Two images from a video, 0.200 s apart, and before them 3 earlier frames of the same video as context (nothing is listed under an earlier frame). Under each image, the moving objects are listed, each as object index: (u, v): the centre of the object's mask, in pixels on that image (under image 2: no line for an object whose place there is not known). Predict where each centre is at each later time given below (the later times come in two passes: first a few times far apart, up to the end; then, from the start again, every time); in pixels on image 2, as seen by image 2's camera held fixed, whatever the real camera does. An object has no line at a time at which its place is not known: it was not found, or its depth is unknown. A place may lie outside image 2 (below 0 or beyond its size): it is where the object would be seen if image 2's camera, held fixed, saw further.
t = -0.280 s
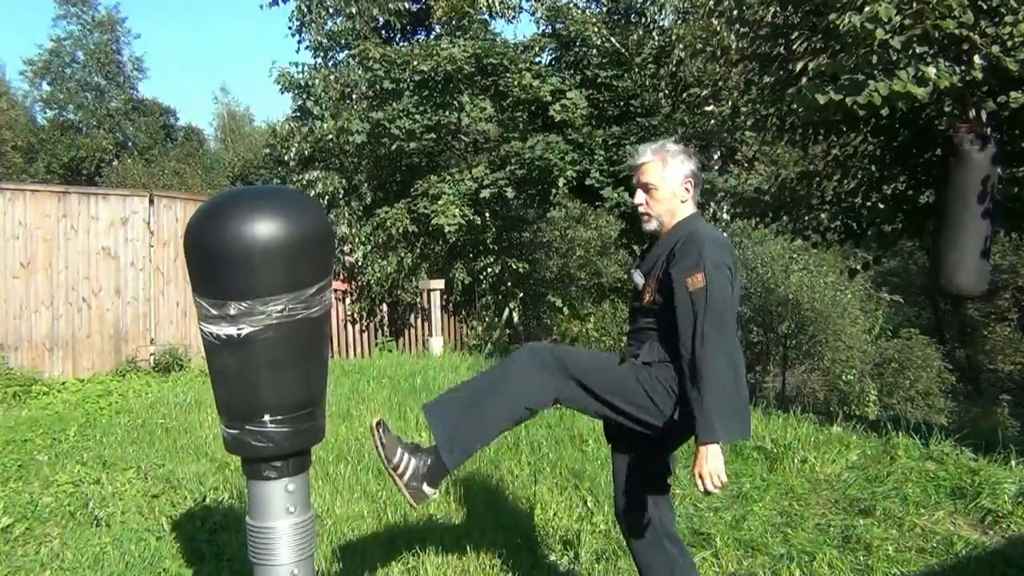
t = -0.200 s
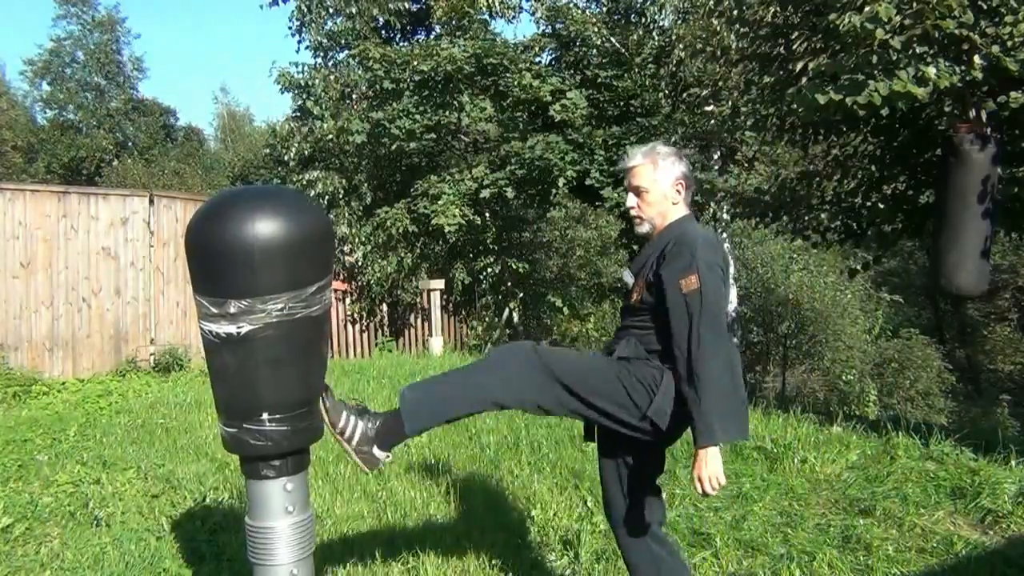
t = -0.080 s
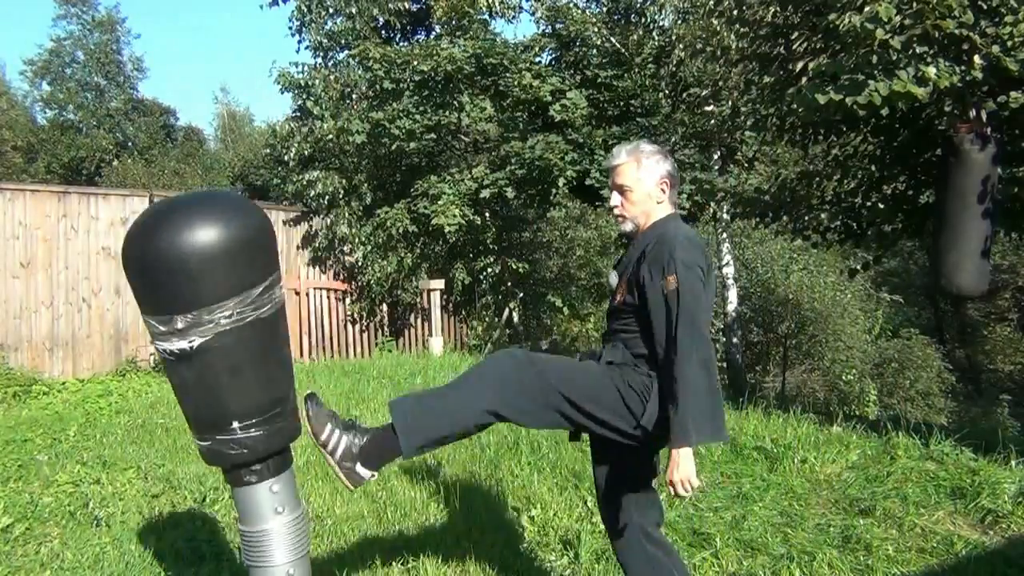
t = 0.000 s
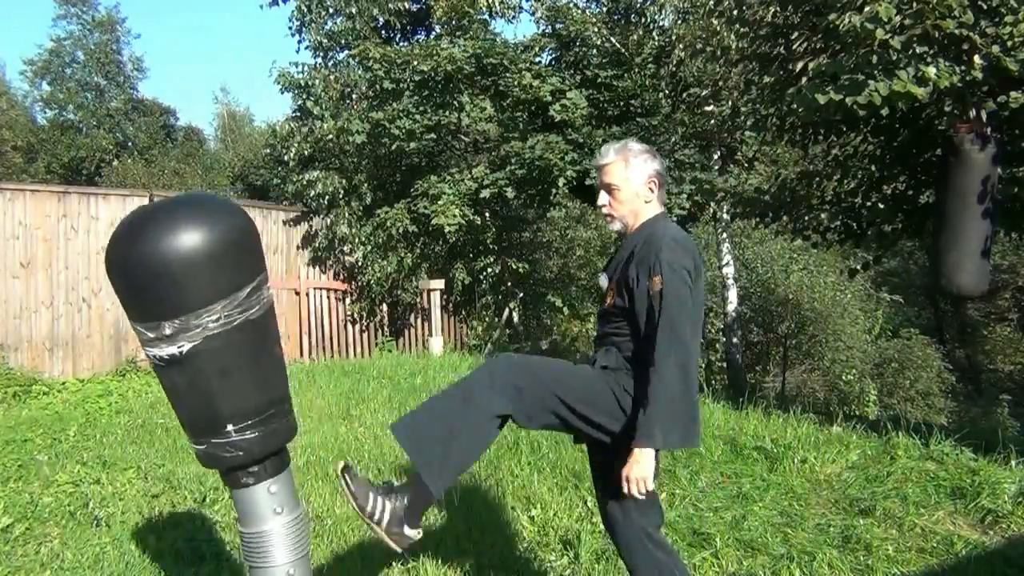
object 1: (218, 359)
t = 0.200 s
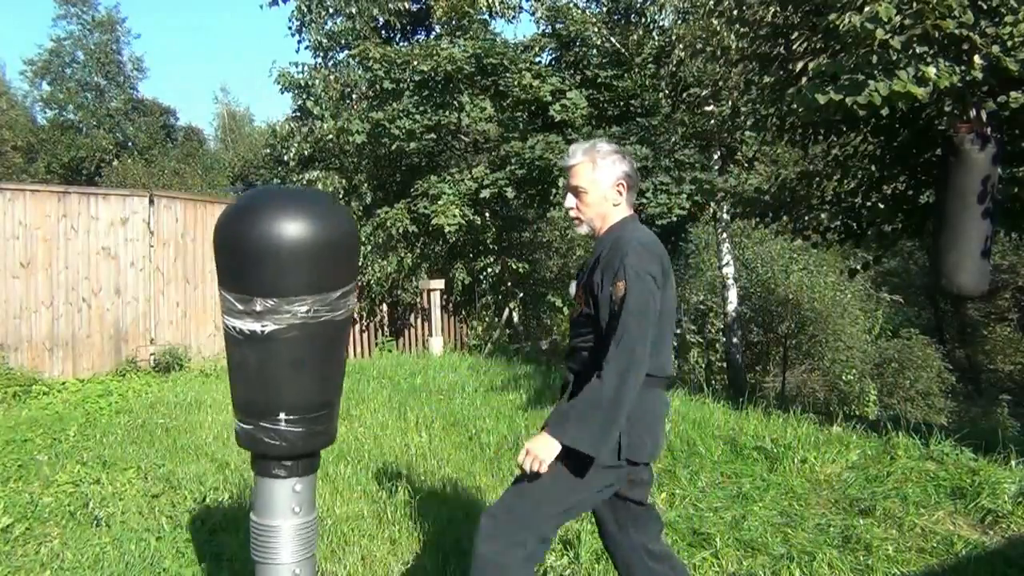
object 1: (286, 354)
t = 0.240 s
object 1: (298, 355)
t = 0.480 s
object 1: (269, 353)
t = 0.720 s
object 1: (244, 355)
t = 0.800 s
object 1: (266, 353)
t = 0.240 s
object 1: (298, 355)
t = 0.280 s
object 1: (306, 355)
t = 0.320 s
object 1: (307, 356)
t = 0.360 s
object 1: (303, 355)
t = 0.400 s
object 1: (295, 355)
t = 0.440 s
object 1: (282, 354)
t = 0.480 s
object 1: (269, 353)
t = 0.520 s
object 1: (255, 354)
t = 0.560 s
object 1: (244, 355)
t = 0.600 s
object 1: (237, 355)
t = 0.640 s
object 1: (234, 356)
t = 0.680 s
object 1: (237, 356)
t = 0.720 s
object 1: (244, 355)
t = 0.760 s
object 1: (254, 354)
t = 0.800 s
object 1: (266, 353)
